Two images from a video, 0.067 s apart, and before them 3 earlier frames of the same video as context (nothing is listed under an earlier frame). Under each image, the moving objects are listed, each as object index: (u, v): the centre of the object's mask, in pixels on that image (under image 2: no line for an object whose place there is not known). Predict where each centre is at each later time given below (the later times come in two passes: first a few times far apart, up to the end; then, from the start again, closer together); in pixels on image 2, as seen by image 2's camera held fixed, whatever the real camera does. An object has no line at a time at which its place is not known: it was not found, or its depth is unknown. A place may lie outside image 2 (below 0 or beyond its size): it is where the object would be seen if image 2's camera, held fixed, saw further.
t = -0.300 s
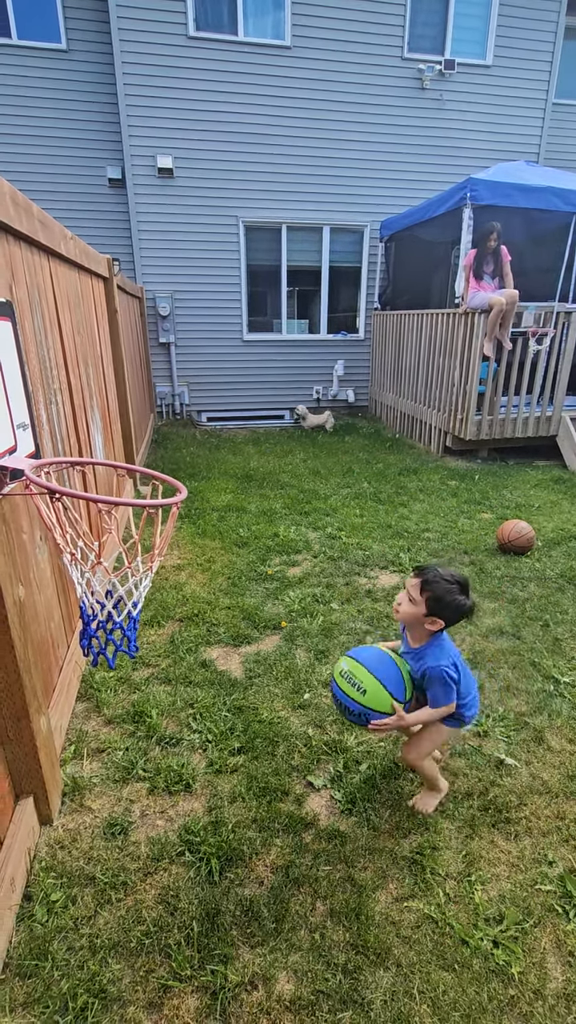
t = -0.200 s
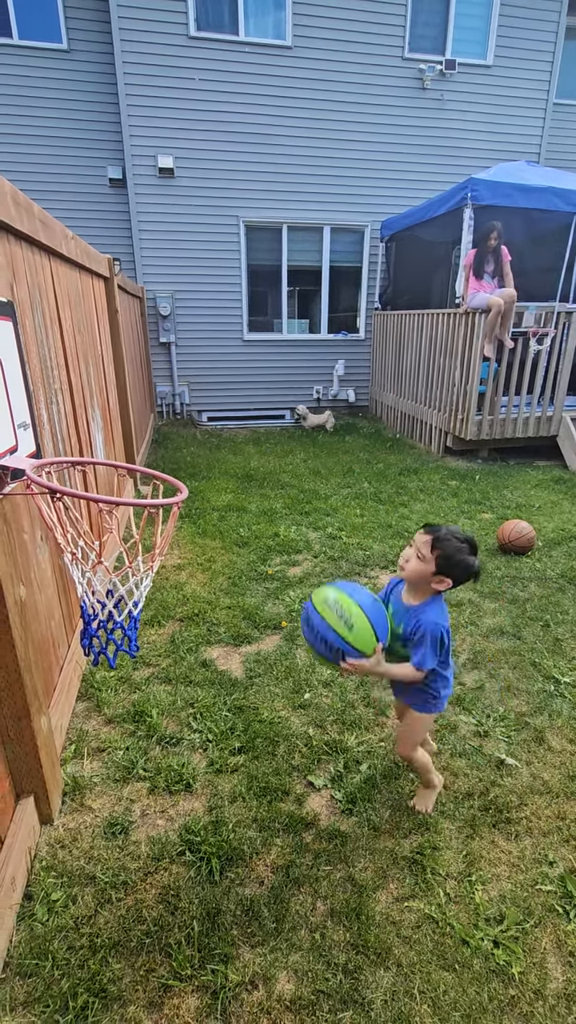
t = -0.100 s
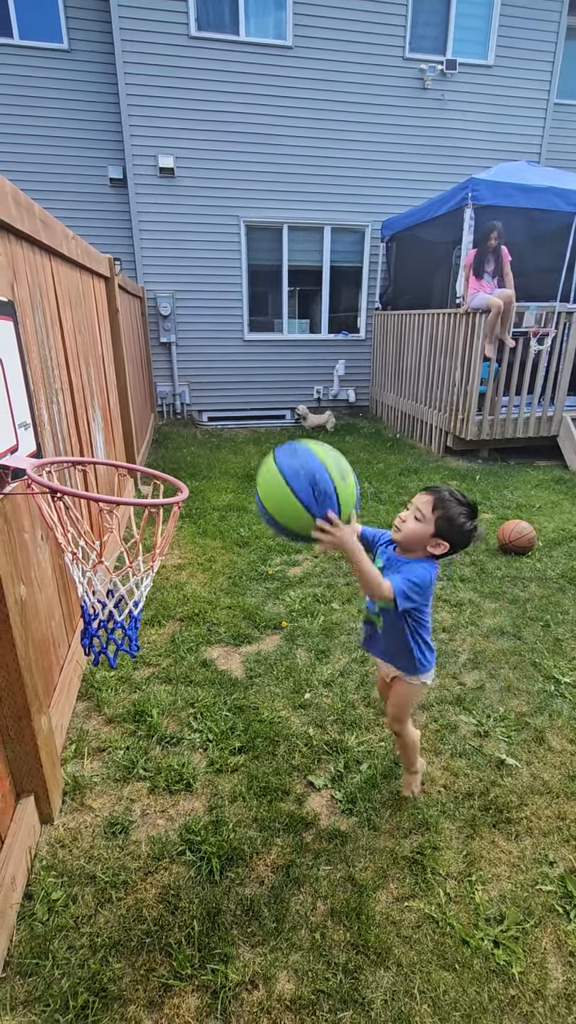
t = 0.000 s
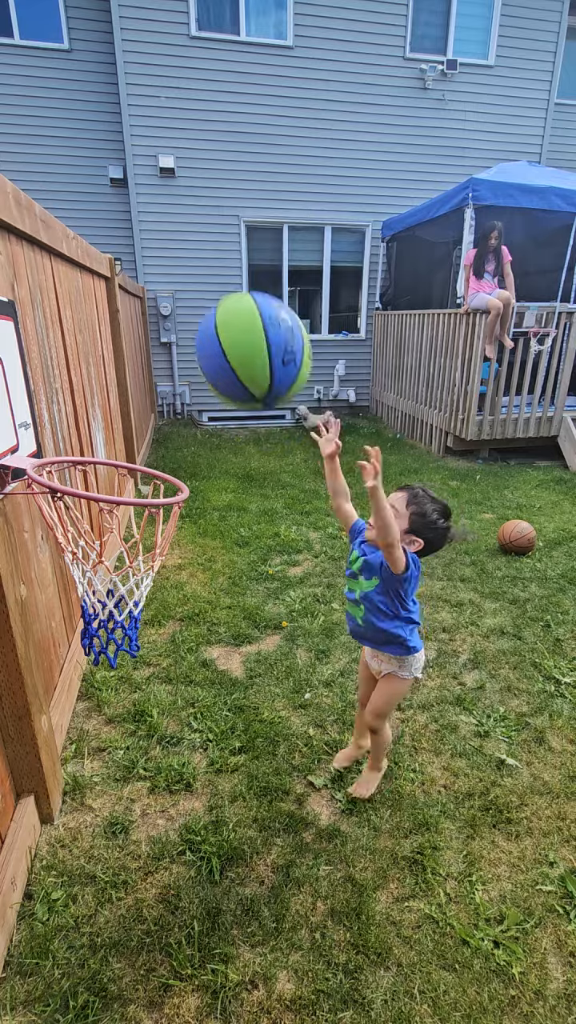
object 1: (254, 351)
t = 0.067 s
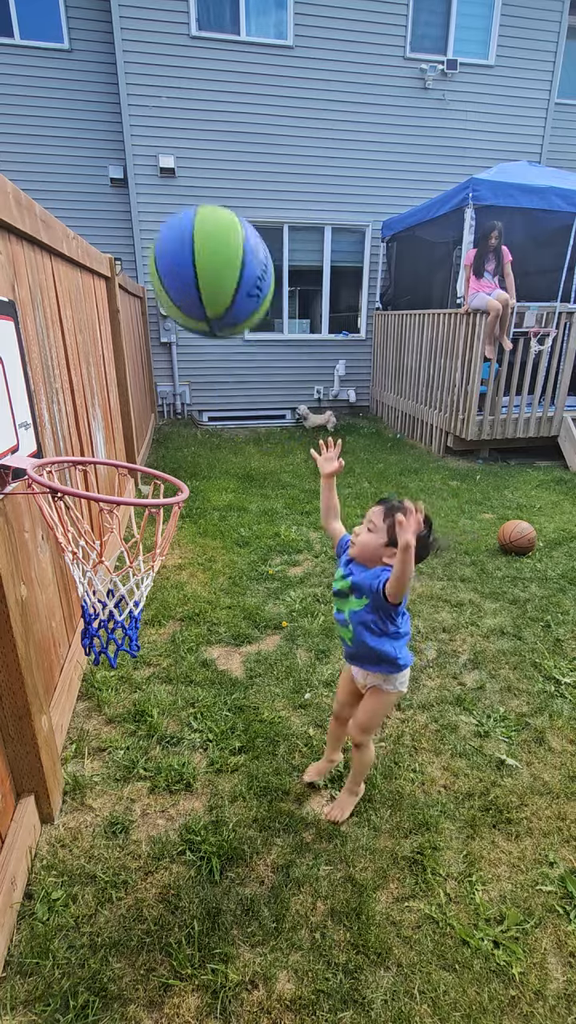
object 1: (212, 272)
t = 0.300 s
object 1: (57, 167)
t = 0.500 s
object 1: (56, 294)
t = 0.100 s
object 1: (189, 237)
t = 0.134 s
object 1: (165, 209)
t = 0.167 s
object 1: (142, 186)
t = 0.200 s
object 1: (119, 171)
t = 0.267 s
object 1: (73, 160)
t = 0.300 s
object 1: (57, 167)
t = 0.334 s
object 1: (46, 182)
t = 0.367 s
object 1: (37, 203)
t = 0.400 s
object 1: (29, 231)
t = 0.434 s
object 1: (30, 254)
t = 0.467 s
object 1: (42, 271)
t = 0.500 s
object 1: (56, 294)
